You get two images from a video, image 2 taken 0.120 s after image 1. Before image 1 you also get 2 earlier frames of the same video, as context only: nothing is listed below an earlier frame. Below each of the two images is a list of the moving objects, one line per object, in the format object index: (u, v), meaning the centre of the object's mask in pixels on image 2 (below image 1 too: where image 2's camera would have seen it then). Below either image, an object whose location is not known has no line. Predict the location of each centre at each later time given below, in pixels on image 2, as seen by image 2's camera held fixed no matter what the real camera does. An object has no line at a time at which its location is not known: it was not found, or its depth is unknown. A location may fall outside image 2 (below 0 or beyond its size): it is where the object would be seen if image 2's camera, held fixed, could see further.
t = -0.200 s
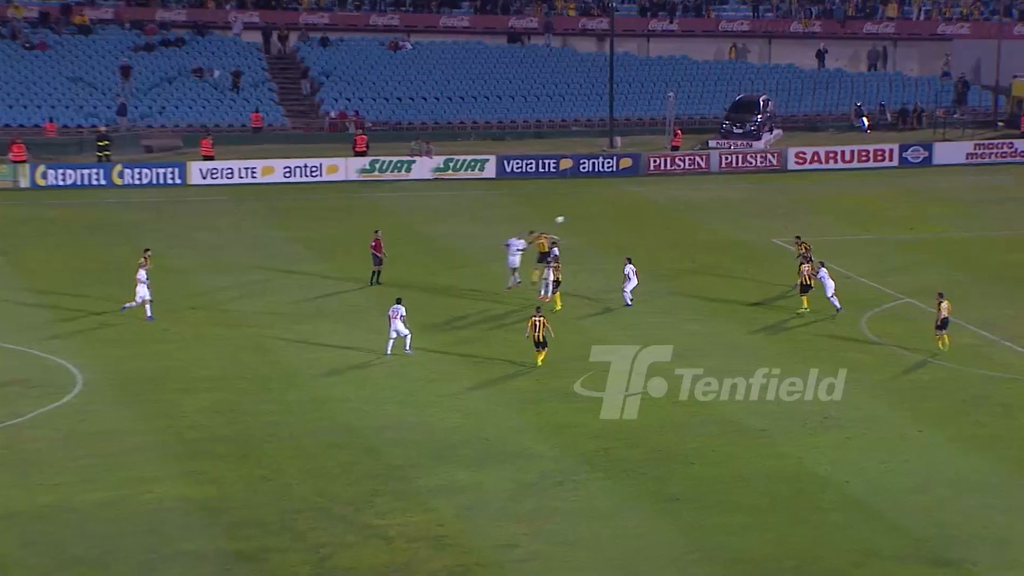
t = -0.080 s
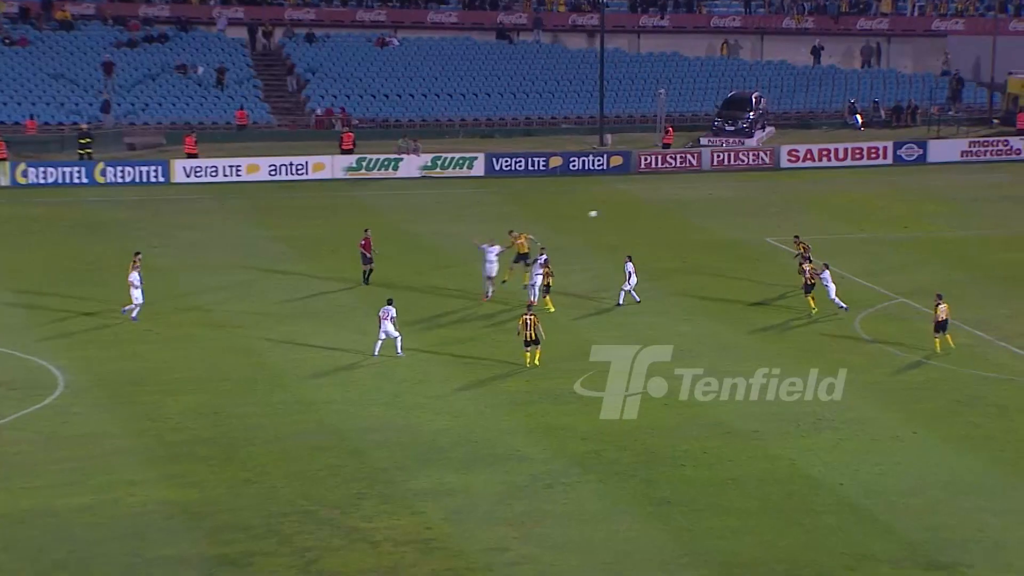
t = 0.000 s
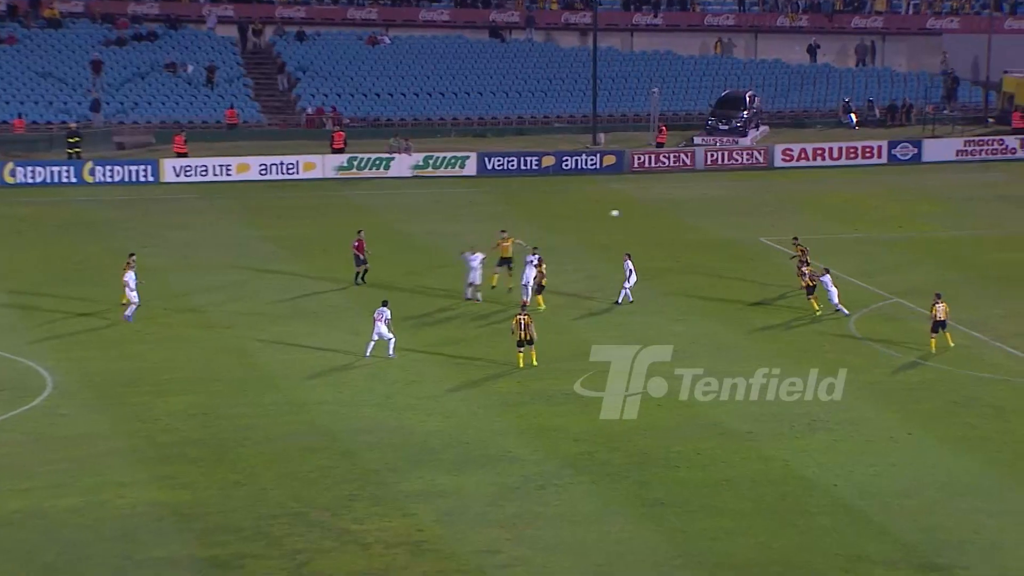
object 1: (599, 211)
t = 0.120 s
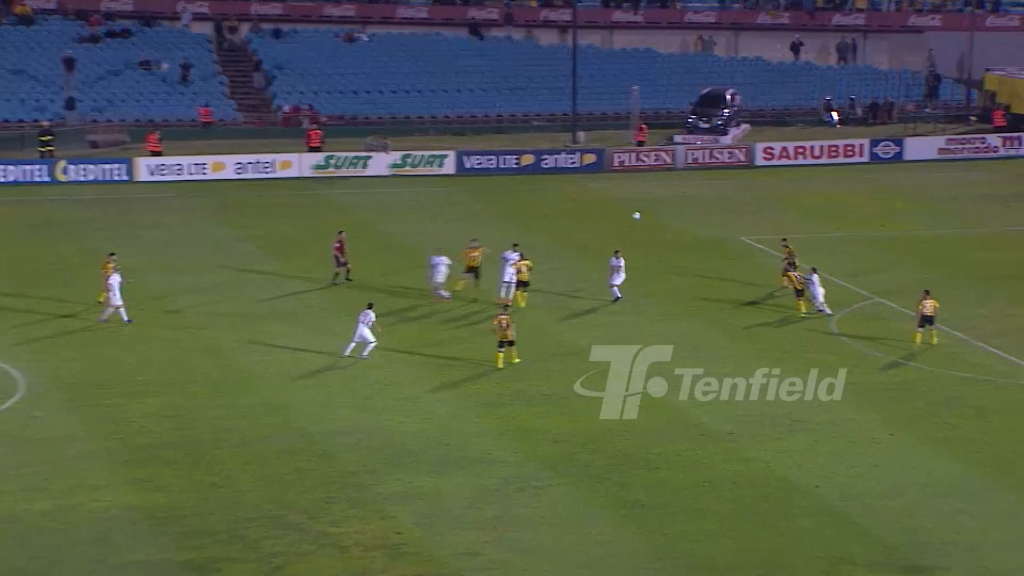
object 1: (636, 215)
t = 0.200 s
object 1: (659, 220)
